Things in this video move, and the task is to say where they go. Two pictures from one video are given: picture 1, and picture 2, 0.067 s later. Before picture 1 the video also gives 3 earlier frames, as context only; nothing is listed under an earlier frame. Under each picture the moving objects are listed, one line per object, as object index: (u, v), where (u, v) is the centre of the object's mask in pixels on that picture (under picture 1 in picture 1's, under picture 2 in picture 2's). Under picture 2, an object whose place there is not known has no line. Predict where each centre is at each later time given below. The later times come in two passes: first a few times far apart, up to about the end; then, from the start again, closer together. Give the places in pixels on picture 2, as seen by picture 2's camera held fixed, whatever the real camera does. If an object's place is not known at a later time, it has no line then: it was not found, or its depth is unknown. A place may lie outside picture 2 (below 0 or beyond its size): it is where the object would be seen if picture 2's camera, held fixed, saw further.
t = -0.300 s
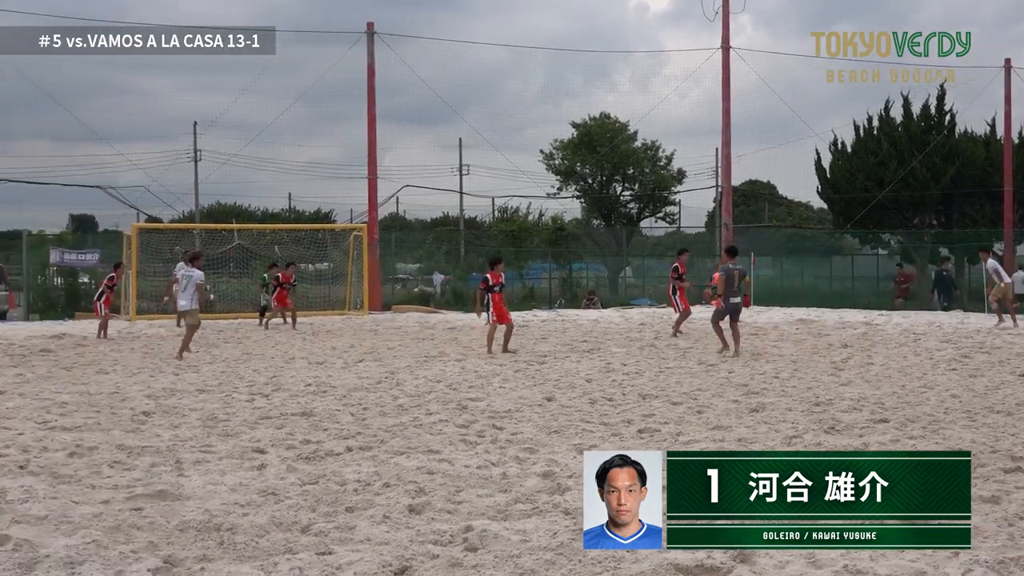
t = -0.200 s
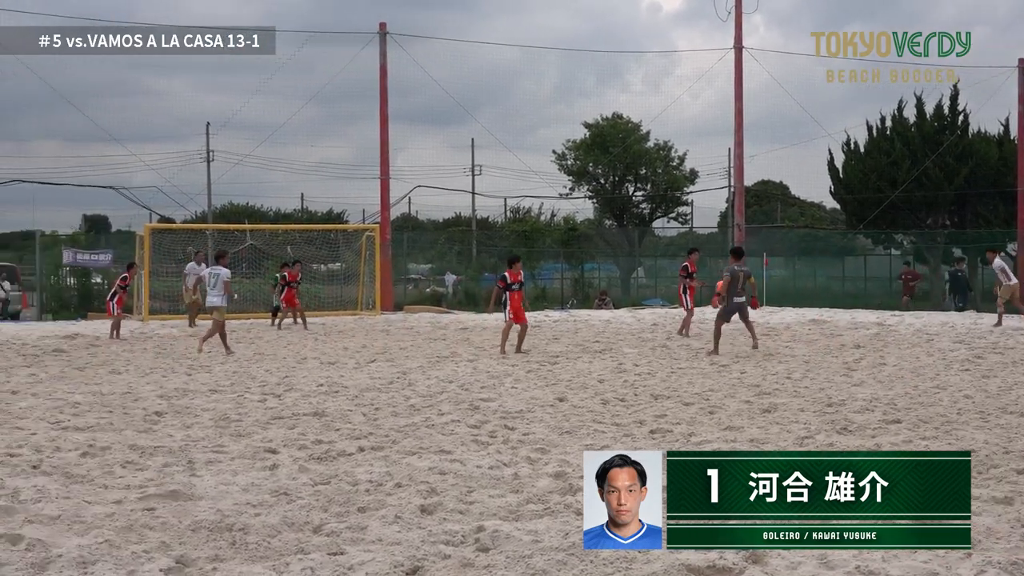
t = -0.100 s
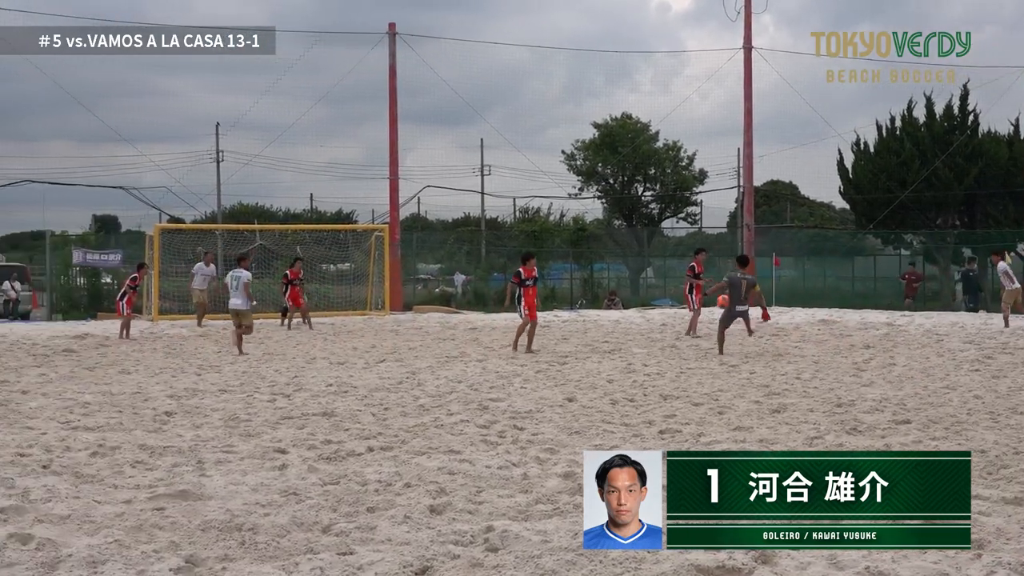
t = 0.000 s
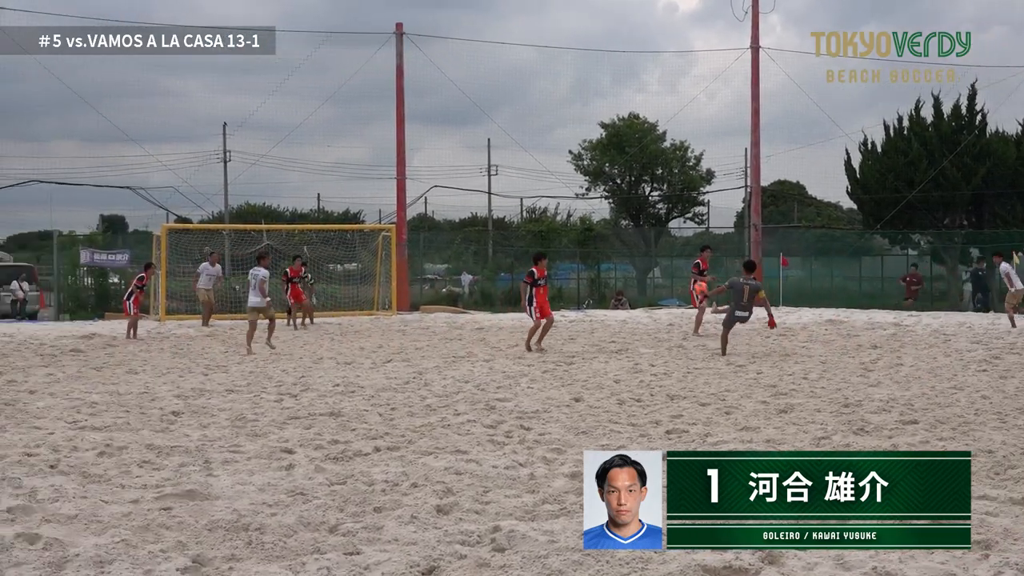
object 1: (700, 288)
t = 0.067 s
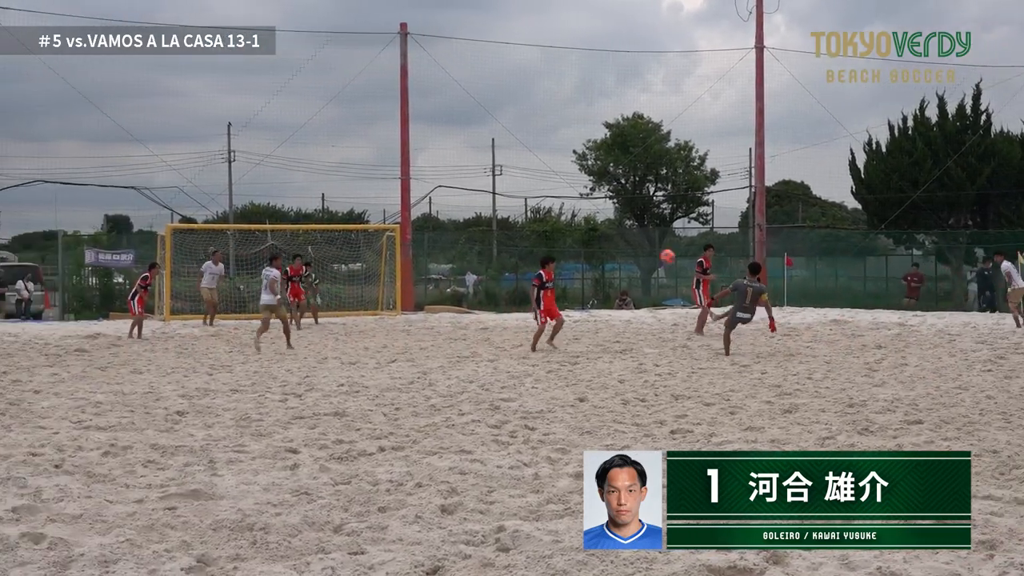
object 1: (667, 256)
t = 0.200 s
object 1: (593, 202)
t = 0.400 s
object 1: (482, 143)
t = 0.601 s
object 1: (376, 107)
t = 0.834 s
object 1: (253, 94)
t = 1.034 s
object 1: (147, 110)
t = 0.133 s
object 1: (630, 227)
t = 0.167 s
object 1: (612, 214)
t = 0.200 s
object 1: (593, 202)
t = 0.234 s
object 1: (574, 190)
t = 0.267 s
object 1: (555, 179)
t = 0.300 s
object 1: (537, 169)
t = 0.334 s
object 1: (519, 160)
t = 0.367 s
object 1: (500, 151)
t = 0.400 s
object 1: (482, 143)
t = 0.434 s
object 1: (464, 135)
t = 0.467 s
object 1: (447, 128)
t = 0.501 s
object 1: (428, 122)
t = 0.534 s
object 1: (411, 116)
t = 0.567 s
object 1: (393, 111)
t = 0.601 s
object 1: (376, 107)
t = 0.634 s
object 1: (358, 103)
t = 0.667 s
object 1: (340, 100)
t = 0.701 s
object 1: (323, 97)
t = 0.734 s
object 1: (305, 95)
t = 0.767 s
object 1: (288, 94)
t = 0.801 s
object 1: (270, 94)
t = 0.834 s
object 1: (253, 94)
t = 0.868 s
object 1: (235, 95)
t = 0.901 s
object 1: (218, 97)
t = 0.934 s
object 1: (200, 99)
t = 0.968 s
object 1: (183, 102)
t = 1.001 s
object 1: (165, 105)
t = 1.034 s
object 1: (147, 110)
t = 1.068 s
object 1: (130, 115)
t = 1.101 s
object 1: (111, 120)
